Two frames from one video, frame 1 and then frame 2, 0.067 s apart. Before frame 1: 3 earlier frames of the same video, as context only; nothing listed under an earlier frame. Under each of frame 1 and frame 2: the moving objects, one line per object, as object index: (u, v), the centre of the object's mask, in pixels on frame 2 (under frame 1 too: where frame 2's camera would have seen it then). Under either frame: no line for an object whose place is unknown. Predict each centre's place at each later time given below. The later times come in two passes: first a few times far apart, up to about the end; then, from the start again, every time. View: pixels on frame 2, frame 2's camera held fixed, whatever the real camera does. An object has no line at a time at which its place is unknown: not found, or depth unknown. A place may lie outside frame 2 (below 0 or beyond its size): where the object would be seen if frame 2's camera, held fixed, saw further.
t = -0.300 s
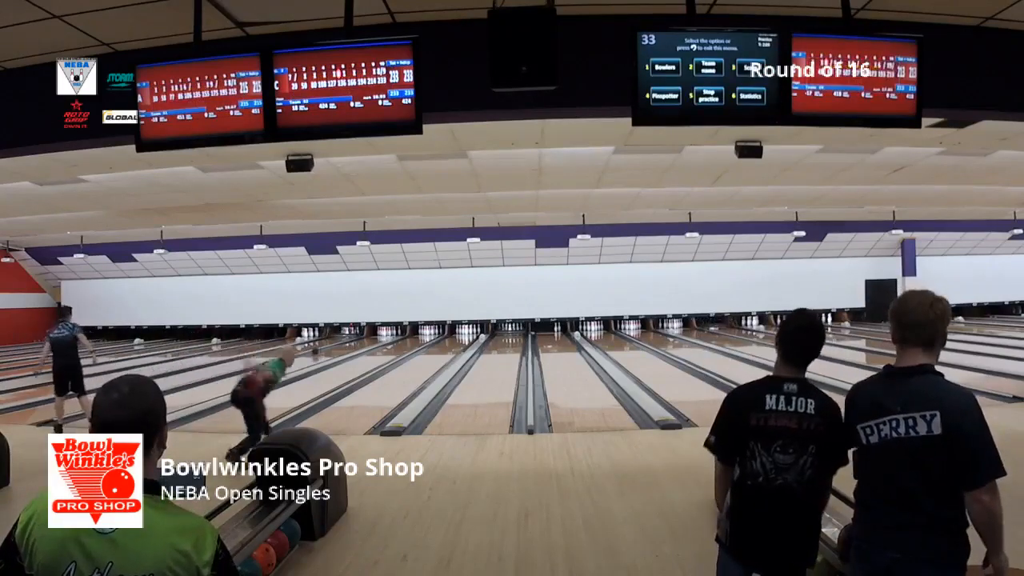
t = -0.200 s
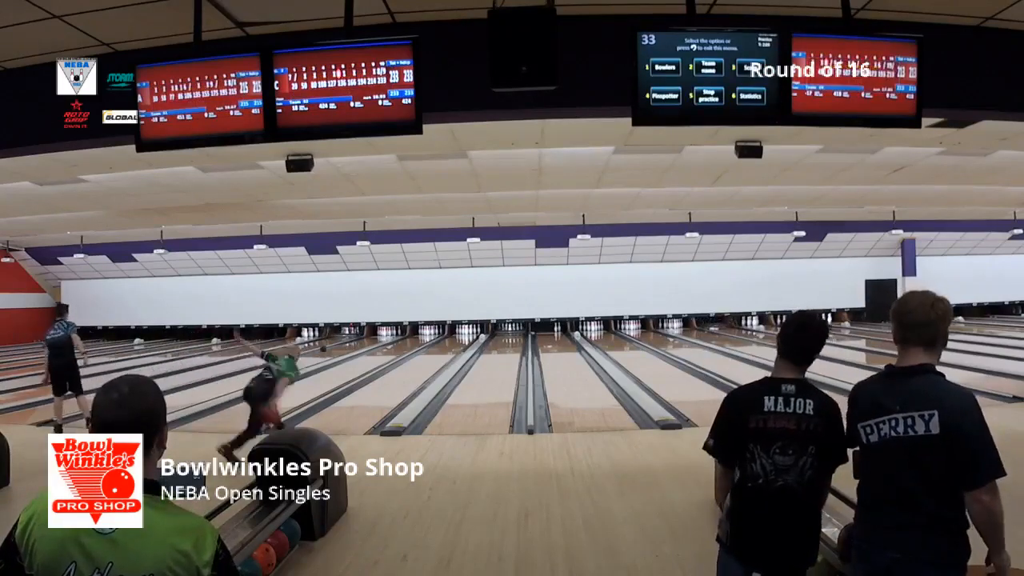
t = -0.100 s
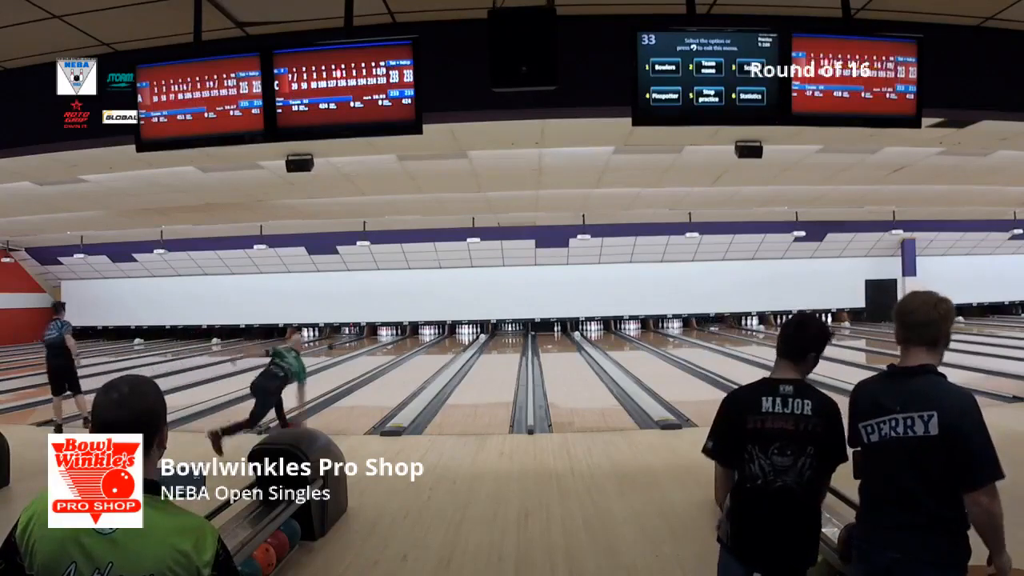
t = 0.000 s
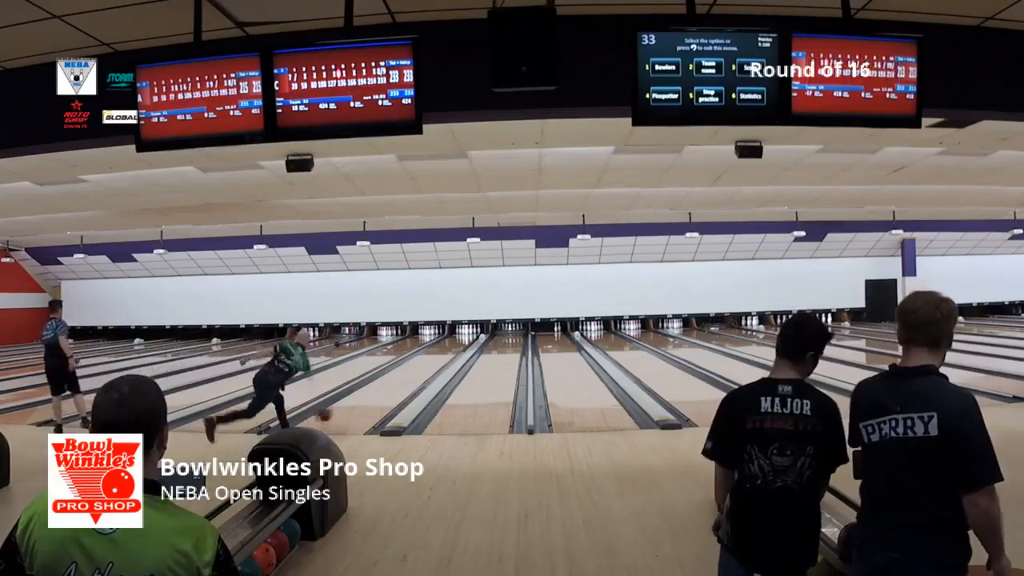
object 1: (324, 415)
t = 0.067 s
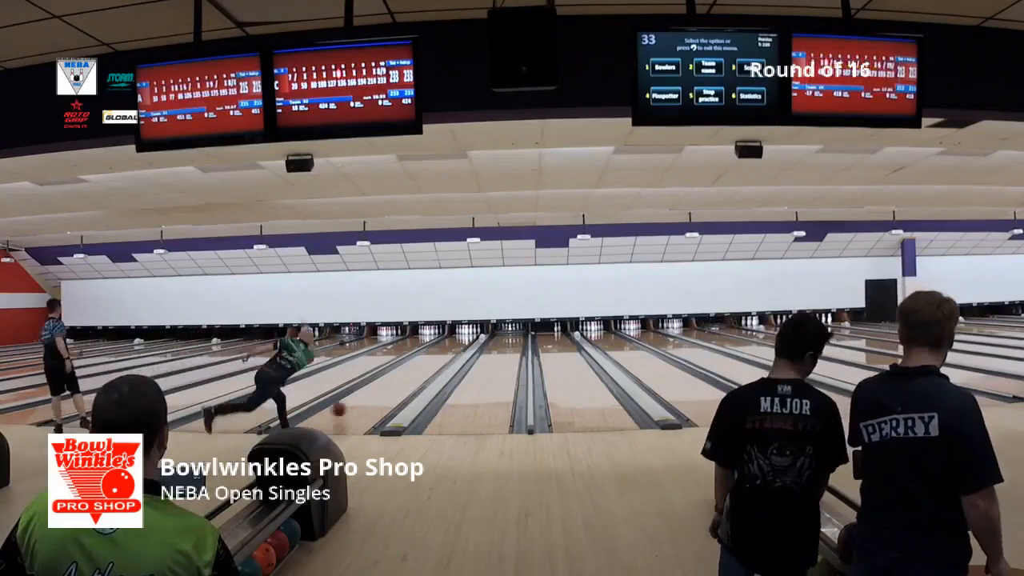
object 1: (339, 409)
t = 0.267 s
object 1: (374, 398)
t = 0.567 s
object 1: (410, 378)
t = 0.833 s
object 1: (431, 366)
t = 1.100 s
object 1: (447, 356)
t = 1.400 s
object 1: (460, 347)
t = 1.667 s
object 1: (468, 345)
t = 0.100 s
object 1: (345, 410)
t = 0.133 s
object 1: (351, 407)
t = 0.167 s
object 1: (358, 405)
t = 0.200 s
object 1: (363, 404)
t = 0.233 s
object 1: (369, 399)
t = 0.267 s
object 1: (374, 398)
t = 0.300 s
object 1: (378, 396)
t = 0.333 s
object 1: (383, 393)
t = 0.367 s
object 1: (387, 391)
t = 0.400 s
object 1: (391, 388)
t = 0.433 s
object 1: (396, 386)
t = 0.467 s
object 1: (399, 385)
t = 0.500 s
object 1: (403, 382)
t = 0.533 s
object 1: (406, 380)
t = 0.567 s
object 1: (410, 378)
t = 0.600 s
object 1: (412, 376)
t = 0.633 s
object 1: (416, 375)
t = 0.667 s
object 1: (418, 373)
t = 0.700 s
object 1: (421, 372)
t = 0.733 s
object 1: (424, 370)
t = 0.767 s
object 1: (427, 369)
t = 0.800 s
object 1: (429, 367)
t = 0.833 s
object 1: (431, 366)
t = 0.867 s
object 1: (433, 364)
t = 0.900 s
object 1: (435, 363)
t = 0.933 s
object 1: (437, 361)
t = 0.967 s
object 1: (439, 361)
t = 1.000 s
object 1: (442, 359)
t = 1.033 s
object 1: (443, 358)
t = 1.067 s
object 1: (445, 356)
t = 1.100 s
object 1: (447, 356)
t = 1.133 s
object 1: (448, 354)
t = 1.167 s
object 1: (450, 354)
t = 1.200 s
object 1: (451, 352)
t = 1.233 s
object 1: (453, 351)
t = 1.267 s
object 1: (454, 350)
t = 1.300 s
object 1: (457, 349)
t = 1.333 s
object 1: (458, 348)
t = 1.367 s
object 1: (459, 347)
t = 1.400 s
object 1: (460, 347)
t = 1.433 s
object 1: (460, 347)
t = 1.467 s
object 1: (463, 344)
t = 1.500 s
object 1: (463, 344)
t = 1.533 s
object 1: (464, 344)
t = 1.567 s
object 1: (465, 345)
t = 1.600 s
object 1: (466, 346)
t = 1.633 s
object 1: (466, 346)
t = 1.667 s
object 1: (468, 345)
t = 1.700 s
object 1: (468, 345)
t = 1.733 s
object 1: (466, 346)
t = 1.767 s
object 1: (467, 346)
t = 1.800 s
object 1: (467, 346)
